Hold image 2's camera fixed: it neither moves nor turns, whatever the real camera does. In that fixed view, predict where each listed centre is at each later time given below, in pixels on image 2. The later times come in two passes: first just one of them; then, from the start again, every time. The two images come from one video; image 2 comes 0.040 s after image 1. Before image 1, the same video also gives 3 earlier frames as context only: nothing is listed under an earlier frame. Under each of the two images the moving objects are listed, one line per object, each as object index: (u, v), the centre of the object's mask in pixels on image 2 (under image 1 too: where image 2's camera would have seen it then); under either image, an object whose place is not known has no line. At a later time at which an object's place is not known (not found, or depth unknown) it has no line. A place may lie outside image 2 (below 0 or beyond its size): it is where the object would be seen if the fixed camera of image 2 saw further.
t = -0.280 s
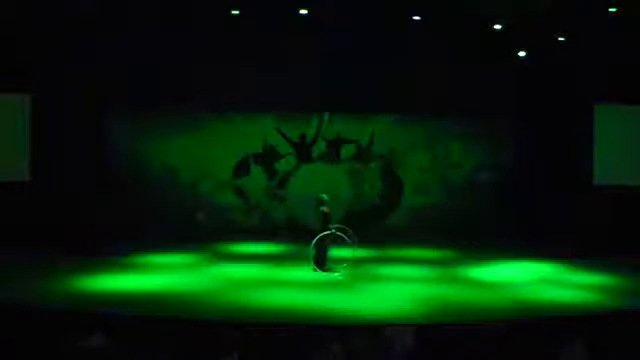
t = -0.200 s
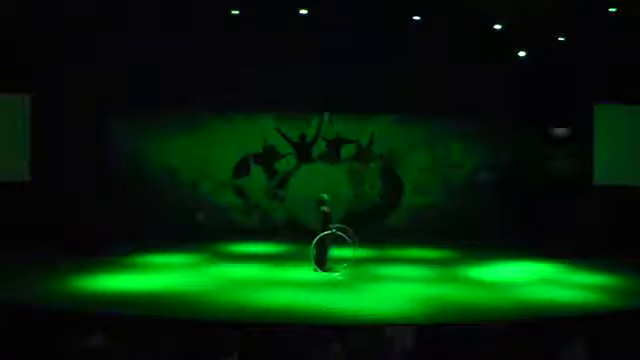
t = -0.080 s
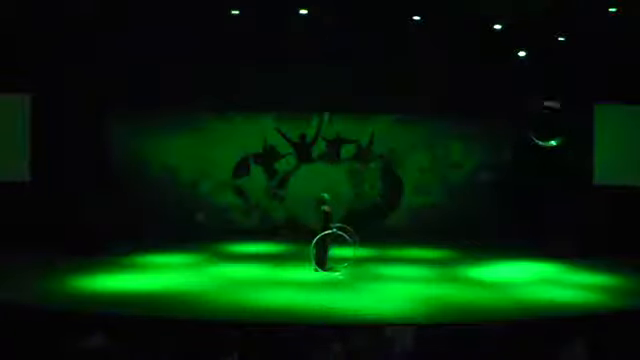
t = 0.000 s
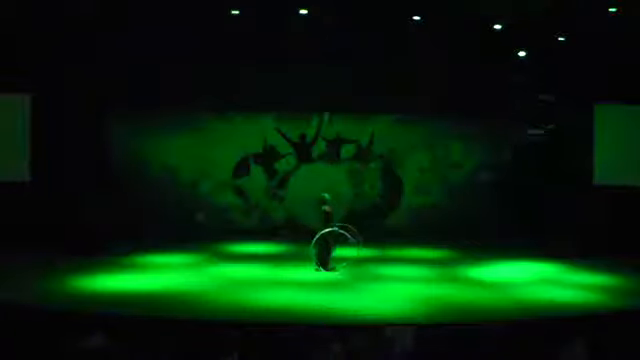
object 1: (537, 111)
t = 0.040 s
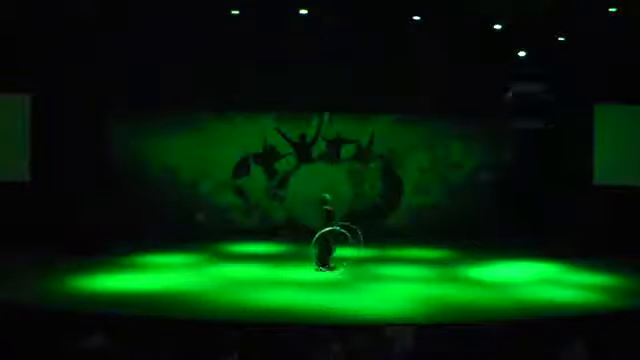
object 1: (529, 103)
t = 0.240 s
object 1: (492, 92)
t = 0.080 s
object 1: (525, 99)
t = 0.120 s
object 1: (517, 97)
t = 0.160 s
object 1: (504, 97)
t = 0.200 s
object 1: (497, 93)
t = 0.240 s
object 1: (492, 92)
